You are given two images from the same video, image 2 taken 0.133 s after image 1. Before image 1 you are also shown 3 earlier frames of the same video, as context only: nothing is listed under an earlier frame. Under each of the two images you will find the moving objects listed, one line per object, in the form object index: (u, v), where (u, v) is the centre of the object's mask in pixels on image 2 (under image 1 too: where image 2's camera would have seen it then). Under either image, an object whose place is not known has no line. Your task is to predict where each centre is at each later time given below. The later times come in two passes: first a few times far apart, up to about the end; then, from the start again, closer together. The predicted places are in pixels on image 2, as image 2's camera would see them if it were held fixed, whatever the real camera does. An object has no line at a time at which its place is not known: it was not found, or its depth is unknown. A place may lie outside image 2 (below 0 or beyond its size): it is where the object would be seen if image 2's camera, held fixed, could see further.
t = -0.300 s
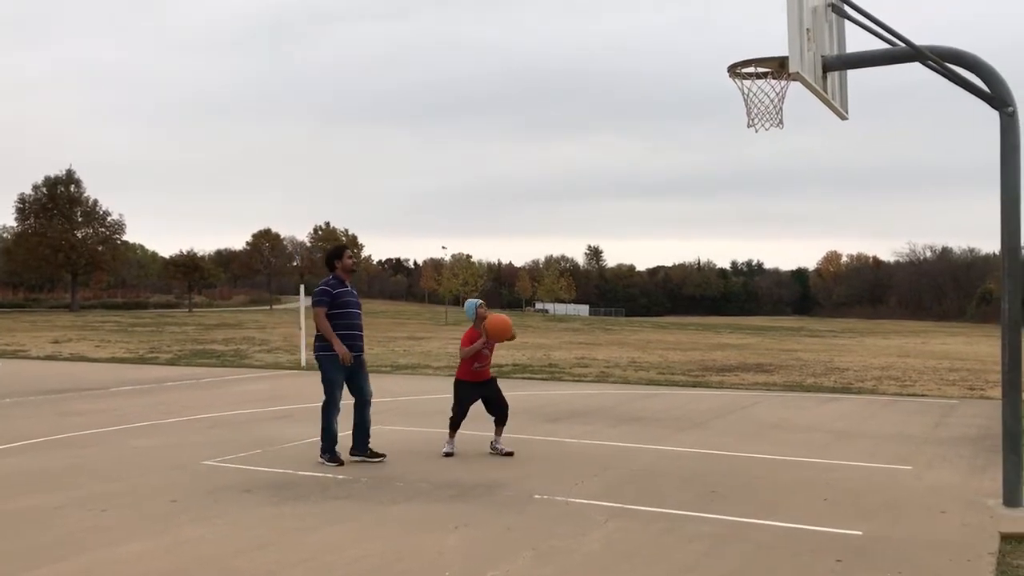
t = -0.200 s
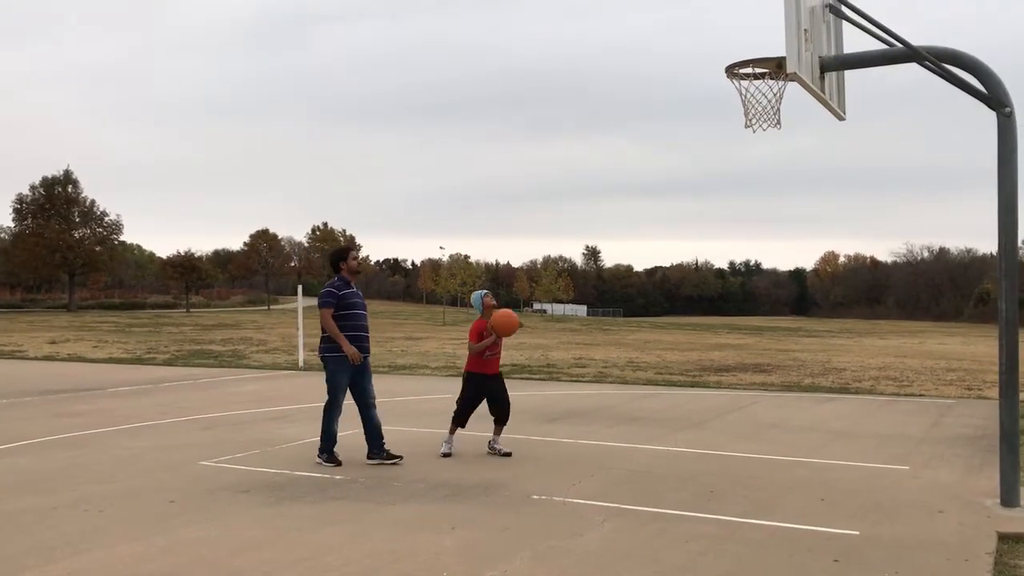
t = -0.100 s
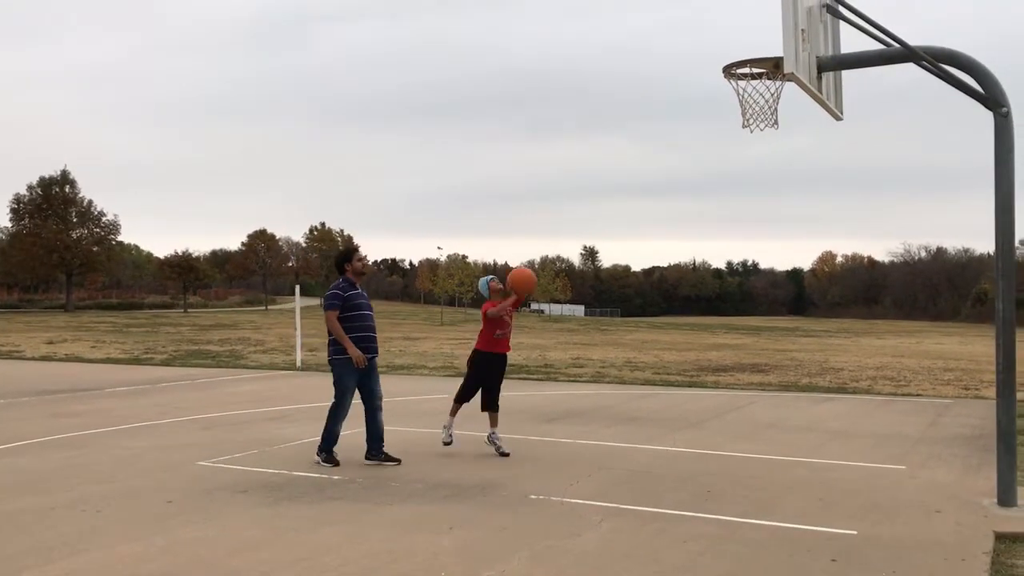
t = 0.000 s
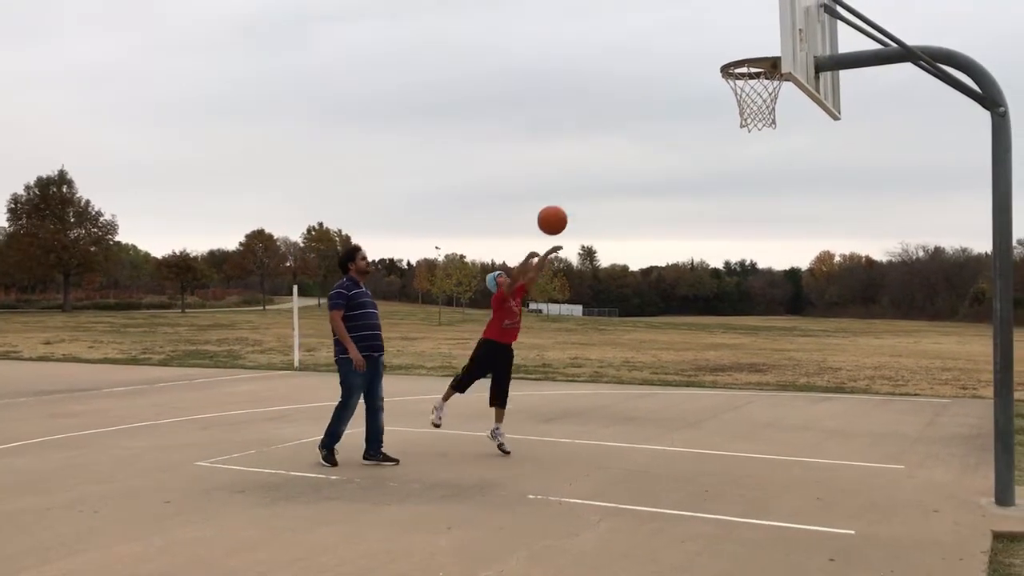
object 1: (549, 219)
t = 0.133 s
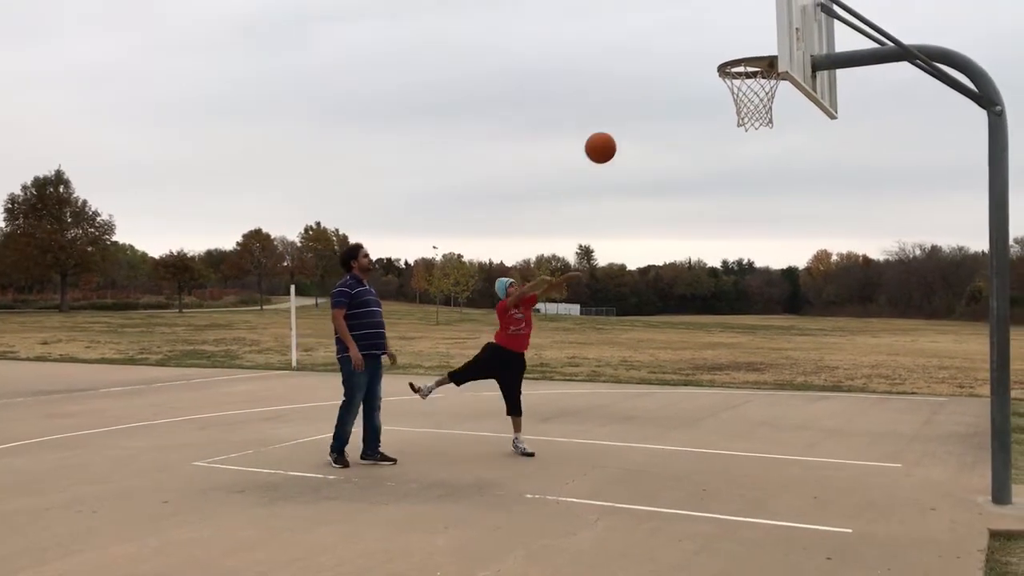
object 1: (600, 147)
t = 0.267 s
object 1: (655, 93)
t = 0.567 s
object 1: (652, 50)
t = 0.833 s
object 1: (573, 114)
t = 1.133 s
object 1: (486, 310)
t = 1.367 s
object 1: (428, 441)
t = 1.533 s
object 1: (399, 344)
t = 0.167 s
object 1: (614, 132)
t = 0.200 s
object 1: (627, 118)
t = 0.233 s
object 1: (641, 105)
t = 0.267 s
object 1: (655, 93)
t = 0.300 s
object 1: (670, 83)
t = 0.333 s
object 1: (684, 73)
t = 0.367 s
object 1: (699, 66)
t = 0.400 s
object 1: (700, 60)
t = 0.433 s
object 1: (690, 55)
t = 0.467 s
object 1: (681, 52)
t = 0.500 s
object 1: (671, 50)
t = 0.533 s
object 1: (662, 49)
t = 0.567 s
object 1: (652, 50)
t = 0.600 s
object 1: (642, 52)
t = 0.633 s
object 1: (632, 56)
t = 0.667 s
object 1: (623, 62)
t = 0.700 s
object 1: (613, 69)
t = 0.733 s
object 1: (603, 78)
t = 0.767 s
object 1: (593, 88)
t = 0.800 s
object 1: (583, 100)
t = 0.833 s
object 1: (573, 114)
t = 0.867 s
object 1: (563, 129)
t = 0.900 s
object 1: (553, 146)
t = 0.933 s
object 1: (544, 164)
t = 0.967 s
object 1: (534, 184)
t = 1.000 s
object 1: (524, 206)
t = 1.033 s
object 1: (515, 229)
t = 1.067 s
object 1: (505, 254)
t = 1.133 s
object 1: (486, 310)
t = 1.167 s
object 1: (477, 340)
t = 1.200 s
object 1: (467, 373)
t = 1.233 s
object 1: (458, 407)
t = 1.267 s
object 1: (449, 443)
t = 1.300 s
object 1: (439, 481)
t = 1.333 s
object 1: (434, 465)
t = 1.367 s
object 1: (428, 441)
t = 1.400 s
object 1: (422, 418)
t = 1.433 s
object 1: (416, 397)
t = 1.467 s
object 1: (411, 378)
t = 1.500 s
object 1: (405, 360)
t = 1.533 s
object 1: (399, 344)
